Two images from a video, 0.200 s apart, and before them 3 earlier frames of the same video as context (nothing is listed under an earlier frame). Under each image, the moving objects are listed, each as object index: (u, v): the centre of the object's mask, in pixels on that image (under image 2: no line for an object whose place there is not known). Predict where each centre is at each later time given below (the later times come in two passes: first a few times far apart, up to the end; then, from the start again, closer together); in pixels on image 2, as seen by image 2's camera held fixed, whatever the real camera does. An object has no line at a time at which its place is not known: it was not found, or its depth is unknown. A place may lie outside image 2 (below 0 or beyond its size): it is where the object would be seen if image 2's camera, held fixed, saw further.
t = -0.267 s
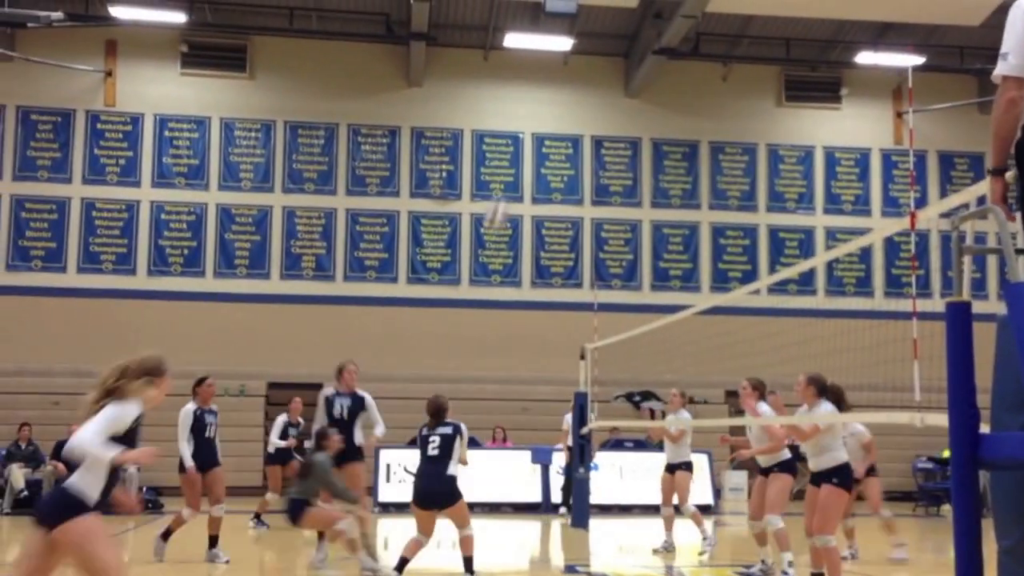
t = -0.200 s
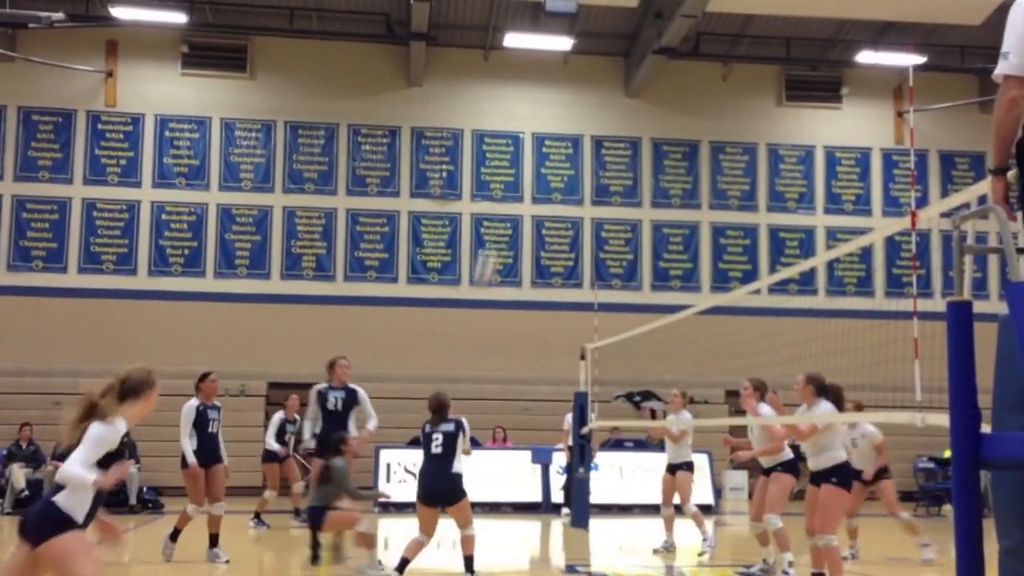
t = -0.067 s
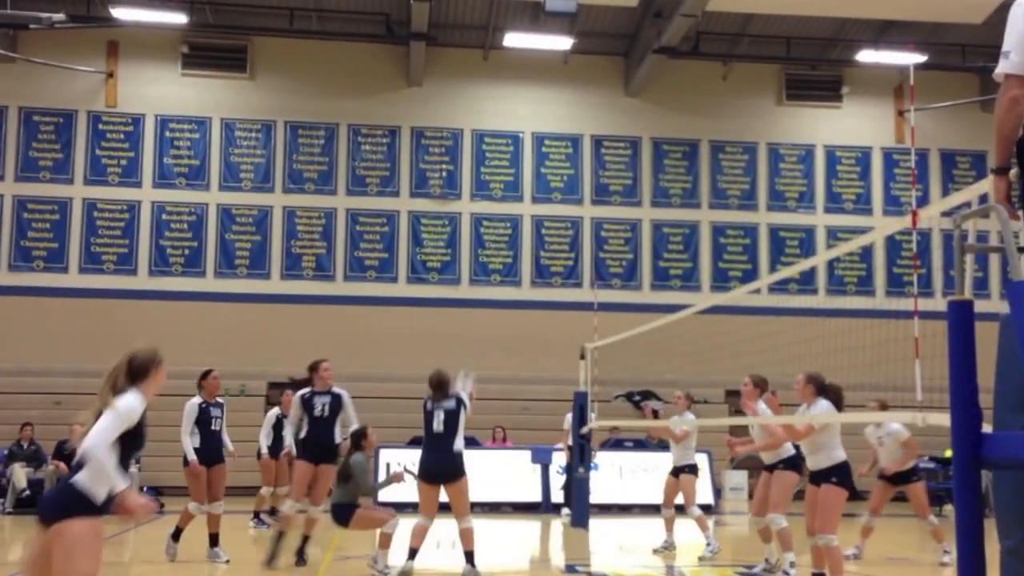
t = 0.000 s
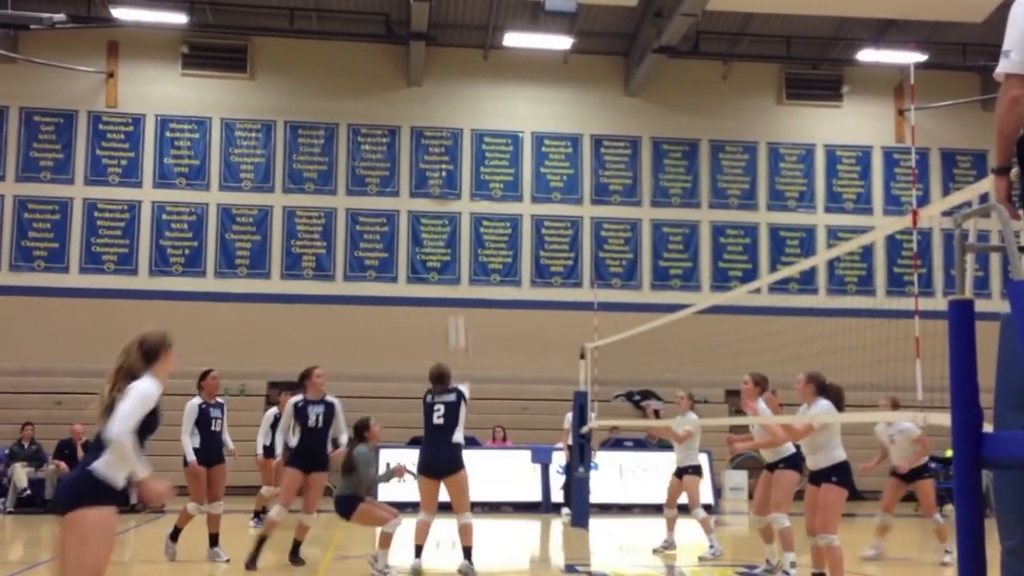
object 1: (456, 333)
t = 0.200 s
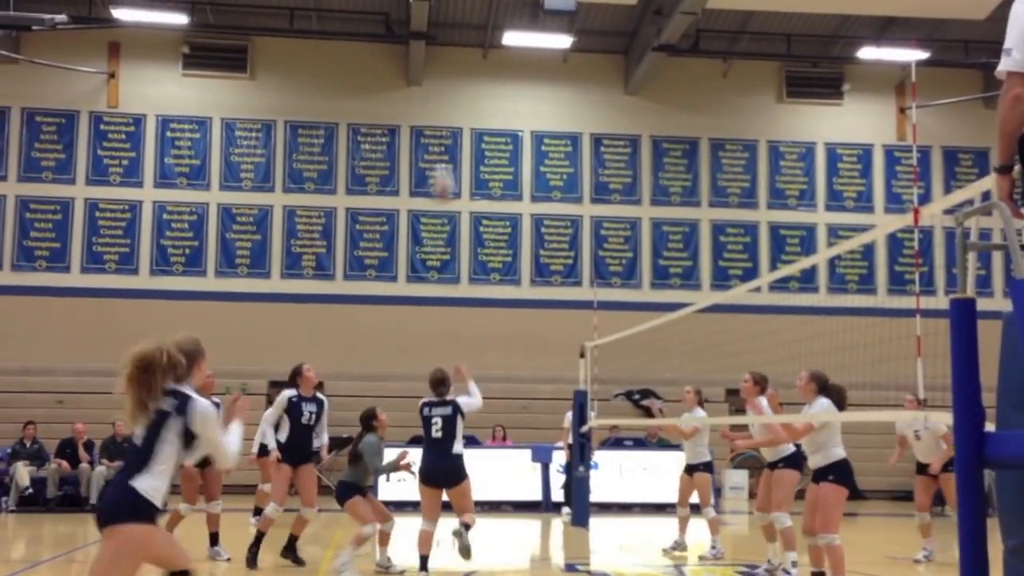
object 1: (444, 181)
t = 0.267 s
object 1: (439, 141)
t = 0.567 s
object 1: (418, 38)
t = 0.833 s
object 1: (398, 25)
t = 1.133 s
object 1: (376, 91)
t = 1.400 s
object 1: (354, 225)
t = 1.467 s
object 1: (351, 265)
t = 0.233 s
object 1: (441, 162)
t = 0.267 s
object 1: (439, 141)
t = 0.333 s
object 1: (434, 108)
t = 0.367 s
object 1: (432, 94)
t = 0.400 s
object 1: (429, 82)
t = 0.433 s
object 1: (427, 71)
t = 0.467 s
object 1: (425, 60)
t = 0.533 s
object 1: (420, 45)
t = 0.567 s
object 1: (418, 38)
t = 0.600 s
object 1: (416, 33)
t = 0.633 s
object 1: (413, 28)
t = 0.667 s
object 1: (411, 25)
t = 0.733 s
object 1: (405, 22)
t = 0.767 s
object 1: (403, 22)
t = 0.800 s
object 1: (401, 23)
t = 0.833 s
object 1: (398, 25)
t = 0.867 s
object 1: (396, 29)
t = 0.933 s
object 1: (391, 38)
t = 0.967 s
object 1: (389, 44)
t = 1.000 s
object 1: (387, 52)
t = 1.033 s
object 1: (384, 60)
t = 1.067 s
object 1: (382, 69)
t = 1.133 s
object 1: (376, 91)
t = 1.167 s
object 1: (373, 103)
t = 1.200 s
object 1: (371, 118)
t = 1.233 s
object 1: (368, 132)
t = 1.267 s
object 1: (365, 151)
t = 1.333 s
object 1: (360, 184)
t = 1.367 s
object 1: (358, 204)
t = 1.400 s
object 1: (354, 225)
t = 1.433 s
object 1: (353, 244)
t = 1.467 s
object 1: (351, 265)
